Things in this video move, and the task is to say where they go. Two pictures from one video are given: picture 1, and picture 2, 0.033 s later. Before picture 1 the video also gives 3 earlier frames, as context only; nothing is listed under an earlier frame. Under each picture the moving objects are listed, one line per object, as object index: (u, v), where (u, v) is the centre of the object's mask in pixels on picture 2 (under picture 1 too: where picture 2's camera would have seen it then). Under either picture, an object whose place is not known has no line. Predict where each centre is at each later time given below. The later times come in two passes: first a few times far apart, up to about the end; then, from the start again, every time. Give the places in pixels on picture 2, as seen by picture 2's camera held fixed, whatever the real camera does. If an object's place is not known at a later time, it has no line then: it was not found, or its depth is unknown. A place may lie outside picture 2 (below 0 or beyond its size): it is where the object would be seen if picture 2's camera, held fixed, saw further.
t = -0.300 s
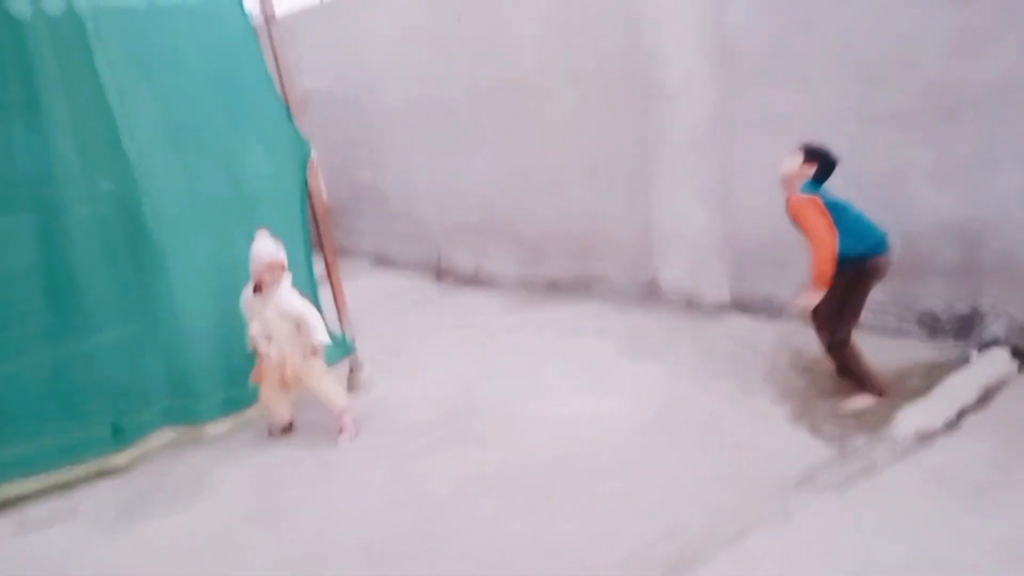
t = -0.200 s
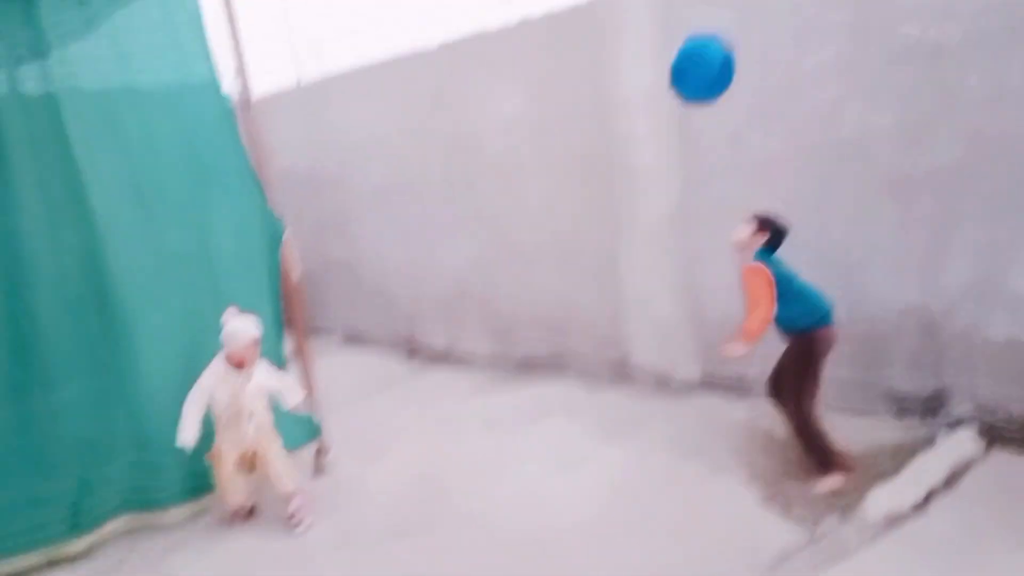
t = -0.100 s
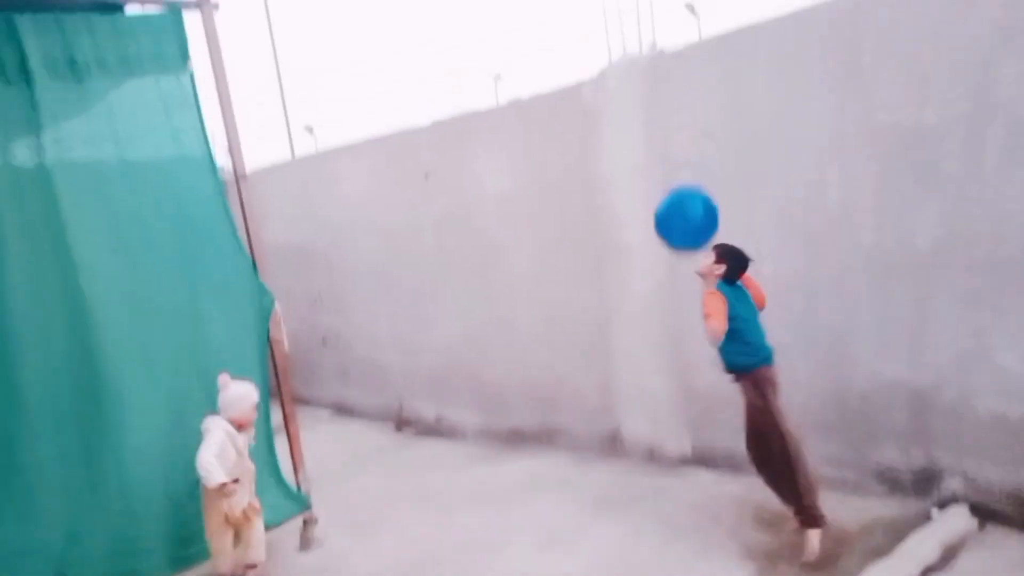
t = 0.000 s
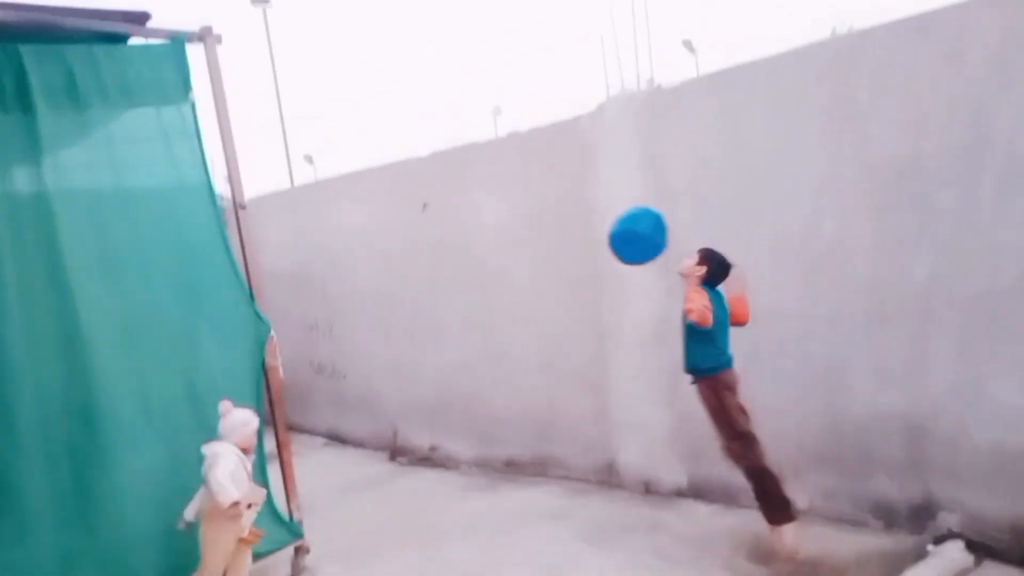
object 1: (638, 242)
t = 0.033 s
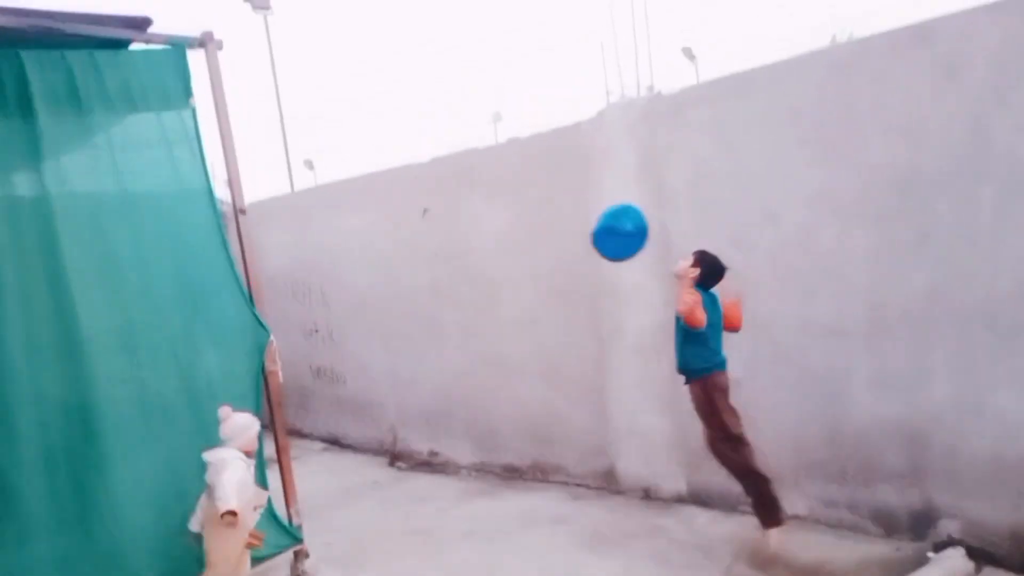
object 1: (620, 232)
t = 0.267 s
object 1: (524, 214)
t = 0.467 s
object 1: (477, 252)
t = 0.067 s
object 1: (603, 225)
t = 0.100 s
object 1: (587, 219)
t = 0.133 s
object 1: (573, 215)
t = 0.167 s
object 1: (560, 212)
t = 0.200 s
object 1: (547, 211)
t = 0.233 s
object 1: (535, 212)
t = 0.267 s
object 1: (524, 214)
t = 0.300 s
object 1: (515, 218)
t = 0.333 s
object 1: (505, 223)
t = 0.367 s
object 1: (497, 228)
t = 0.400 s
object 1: (490, 235)
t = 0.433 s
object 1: (483, 243)
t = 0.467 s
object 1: (477, 252)
